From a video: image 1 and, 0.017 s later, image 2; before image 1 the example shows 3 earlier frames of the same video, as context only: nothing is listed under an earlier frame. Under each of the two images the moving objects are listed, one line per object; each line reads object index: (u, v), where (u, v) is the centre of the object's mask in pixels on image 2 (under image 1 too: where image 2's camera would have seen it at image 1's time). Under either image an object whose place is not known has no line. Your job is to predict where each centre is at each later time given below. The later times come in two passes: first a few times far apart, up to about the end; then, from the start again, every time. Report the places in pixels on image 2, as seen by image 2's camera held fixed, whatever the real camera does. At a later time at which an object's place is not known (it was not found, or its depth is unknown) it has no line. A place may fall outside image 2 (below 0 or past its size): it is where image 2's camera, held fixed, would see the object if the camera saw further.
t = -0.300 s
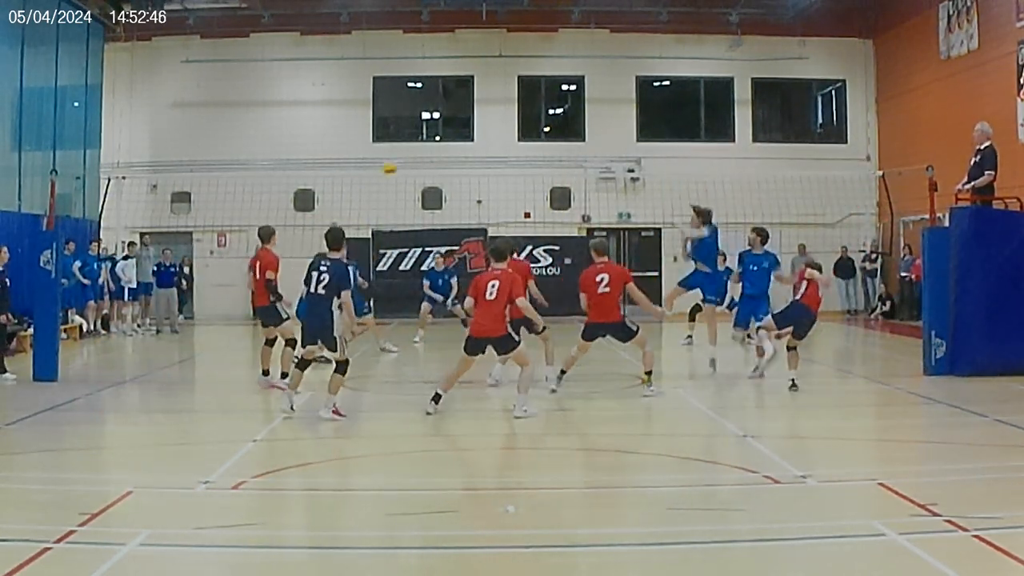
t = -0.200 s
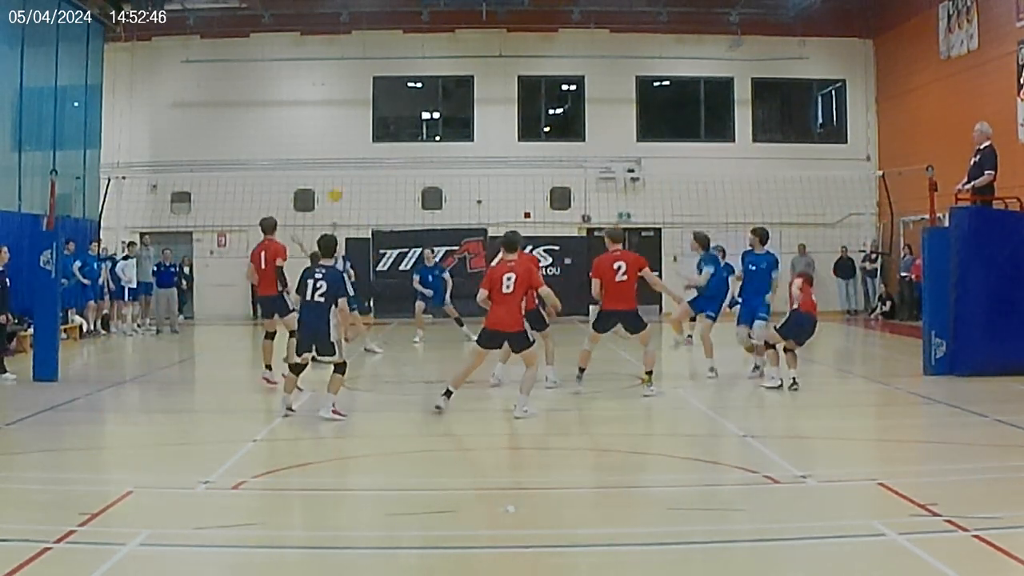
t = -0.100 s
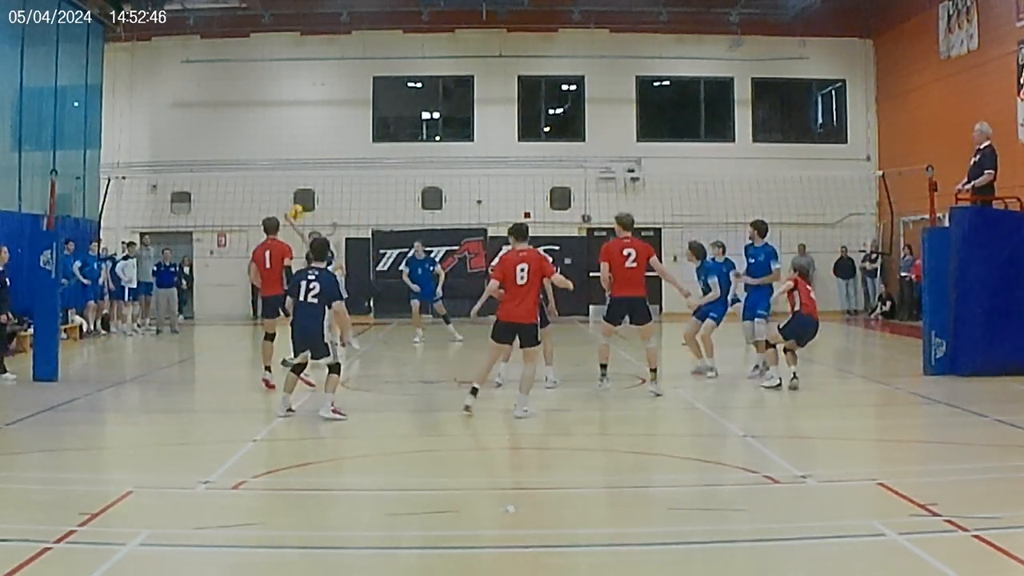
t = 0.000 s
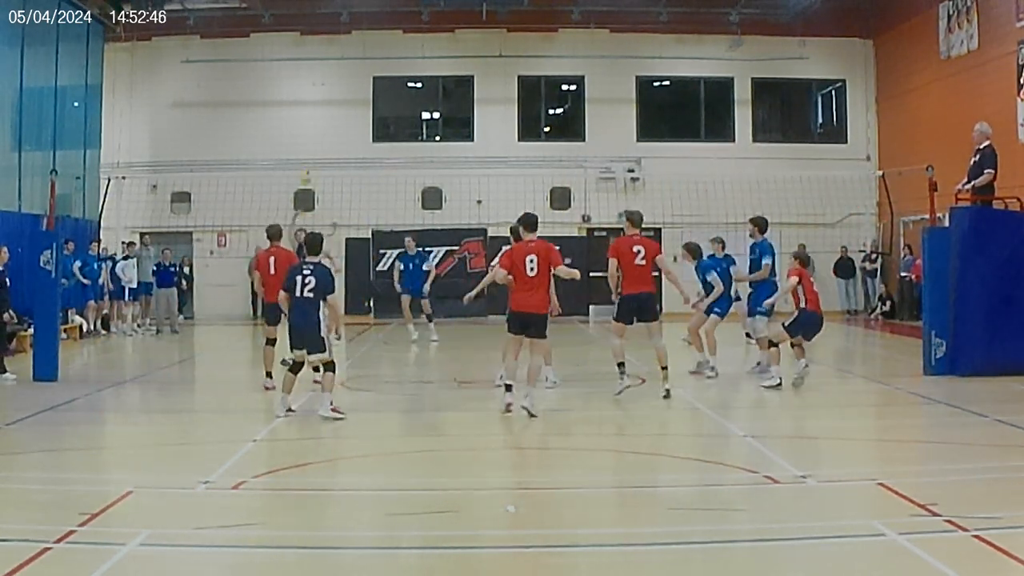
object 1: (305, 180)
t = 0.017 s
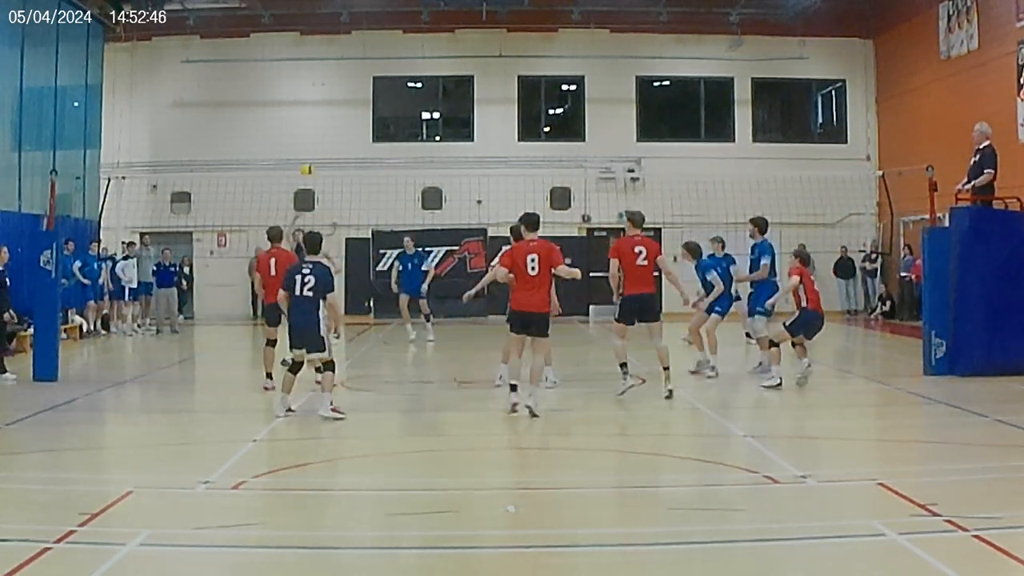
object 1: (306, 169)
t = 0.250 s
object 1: (330, 114)
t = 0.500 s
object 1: (357, 92)
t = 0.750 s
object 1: (384, 115)
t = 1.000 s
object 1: (411, 186)
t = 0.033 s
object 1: (308, 166)
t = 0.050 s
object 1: (311, 161)
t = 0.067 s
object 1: (313, 156)
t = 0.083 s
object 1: (314, 152)
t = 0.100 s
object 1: (315, 147)
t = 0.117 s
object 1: (317, 142)
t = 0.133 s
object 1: (319, 139)
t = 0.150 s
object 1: (320, 134)
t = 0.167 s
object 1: (322, 130)
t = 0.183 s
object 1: (324, 126)
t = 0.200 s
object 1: (325, 123)
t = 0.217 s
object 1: (327, 120)
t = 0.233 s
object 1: (329, 117)
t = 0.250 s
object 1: (330, 114)
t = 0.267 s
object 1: (332, 112)
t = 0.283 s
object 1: (334, 109)
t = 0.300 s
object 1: (336, 107)
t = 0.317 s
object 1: (338, 105)
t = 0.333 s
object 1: (339, 103)
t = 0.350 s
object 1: (341, 100)
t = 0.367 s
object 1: (342, 99)
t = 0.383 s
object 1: (344, 96)
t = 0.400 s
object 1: (345, 95)
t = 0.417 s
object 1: (348, 94)
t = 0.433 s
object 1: (349, 93)
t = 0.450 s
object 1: (352, 93)
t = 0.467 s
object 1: (354, 93)
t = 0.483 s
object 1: (355, 92)
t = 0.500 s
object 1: (357, 92)
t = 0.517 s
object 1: (358, 92)
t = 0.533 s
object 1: (360, 92)
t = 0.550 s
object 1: (362, 92)
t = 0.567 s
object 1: (364, 92)
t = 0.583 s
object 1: (366, 93)
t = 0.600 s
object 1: (368, 95)
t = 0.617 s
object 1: (371, 96)
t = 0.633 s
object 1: (372, 98)
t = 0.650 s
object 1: (373, 100)
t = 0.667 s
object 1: (376, 102)
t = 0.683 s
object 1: (377, 104)
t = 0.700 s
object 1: (379, 106)
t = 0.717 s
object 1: (380, 109)
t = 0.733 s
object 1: (382, 112)
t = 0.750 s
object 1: (384, 115)
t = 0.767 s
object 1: (386, 118)
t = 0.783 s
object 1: (388, 121)
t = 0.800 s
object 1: (390, 125)
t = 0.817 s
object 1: (391, 129)
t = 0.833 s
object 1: (393, 133)
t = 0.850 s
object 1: (395, 136)
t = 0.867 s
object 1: (397, 141)
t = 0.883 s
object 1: (398, 146)
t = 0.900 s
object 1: (400, 151)
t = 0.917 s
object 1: (402, 155)
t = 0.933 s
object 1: (404, 161)
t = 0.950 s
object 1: (405, 166)
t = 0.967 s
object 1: (408, 170)
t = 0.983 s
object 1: (409, 182)
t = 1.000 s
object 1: (411, 186)
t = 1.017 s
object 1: (413, 193)
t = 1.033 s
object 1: (416, 199)
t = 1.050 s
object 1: (416, 206)
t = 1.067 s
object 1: (419, 212)
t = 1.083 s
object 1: (420, 220)
